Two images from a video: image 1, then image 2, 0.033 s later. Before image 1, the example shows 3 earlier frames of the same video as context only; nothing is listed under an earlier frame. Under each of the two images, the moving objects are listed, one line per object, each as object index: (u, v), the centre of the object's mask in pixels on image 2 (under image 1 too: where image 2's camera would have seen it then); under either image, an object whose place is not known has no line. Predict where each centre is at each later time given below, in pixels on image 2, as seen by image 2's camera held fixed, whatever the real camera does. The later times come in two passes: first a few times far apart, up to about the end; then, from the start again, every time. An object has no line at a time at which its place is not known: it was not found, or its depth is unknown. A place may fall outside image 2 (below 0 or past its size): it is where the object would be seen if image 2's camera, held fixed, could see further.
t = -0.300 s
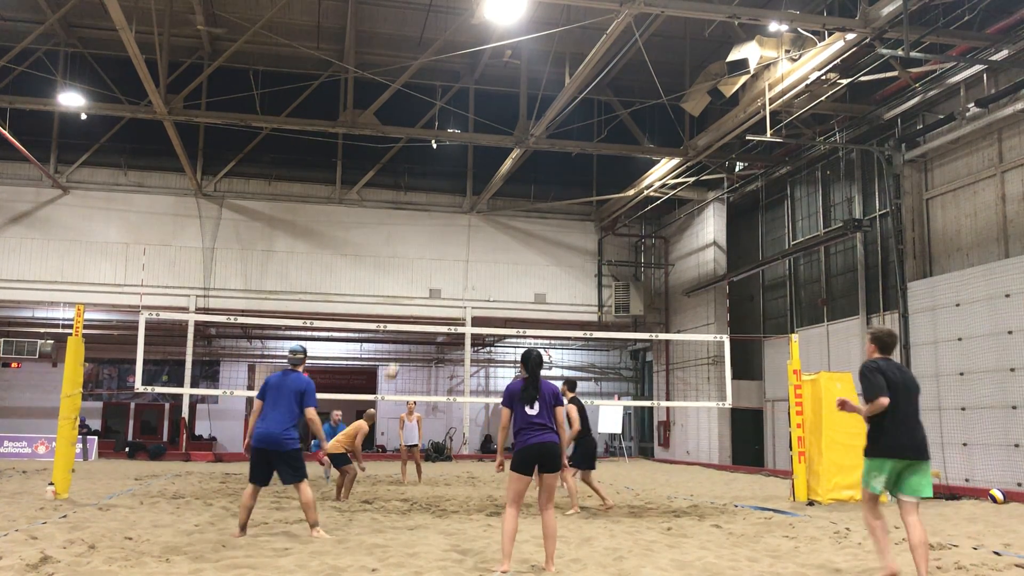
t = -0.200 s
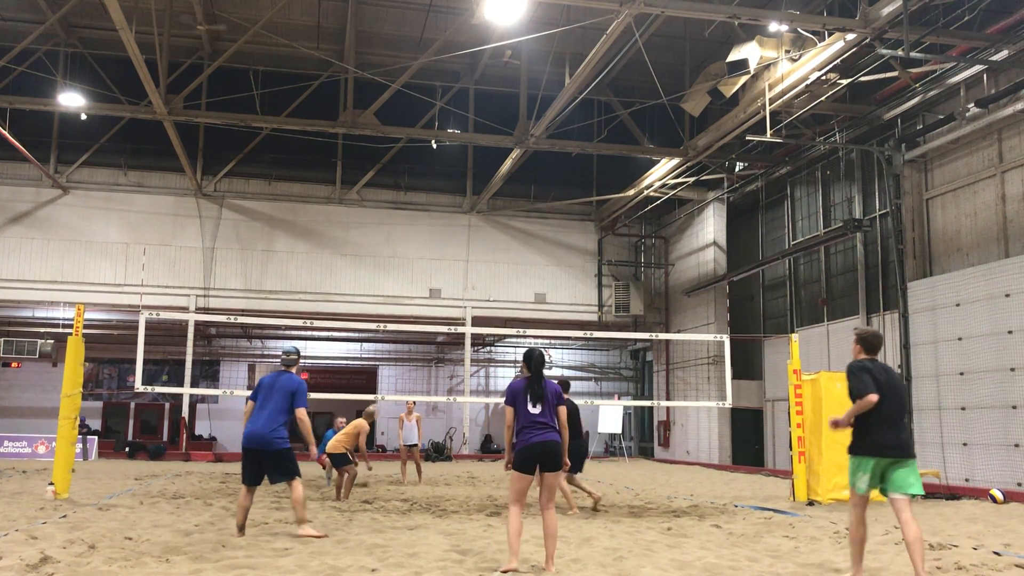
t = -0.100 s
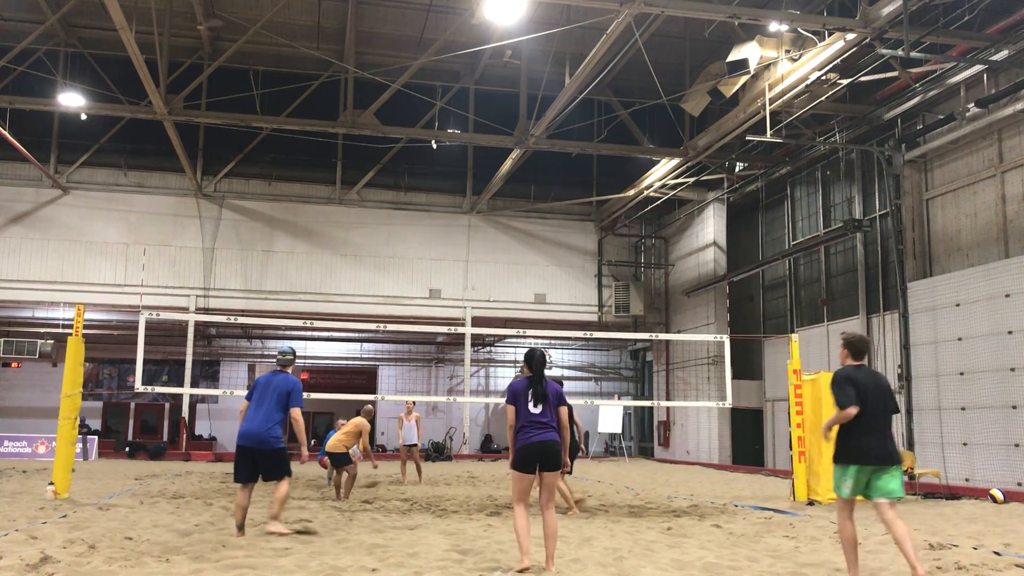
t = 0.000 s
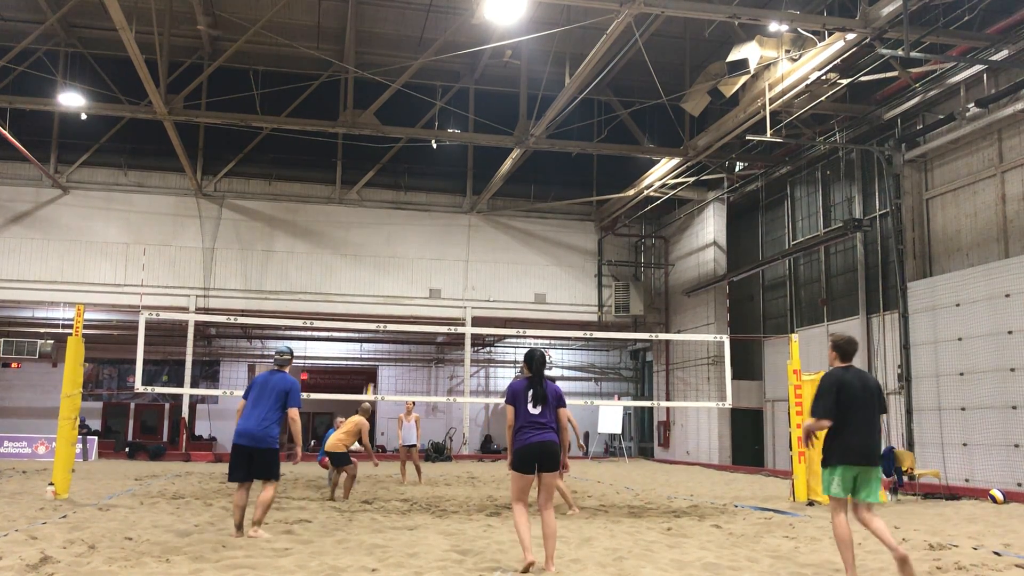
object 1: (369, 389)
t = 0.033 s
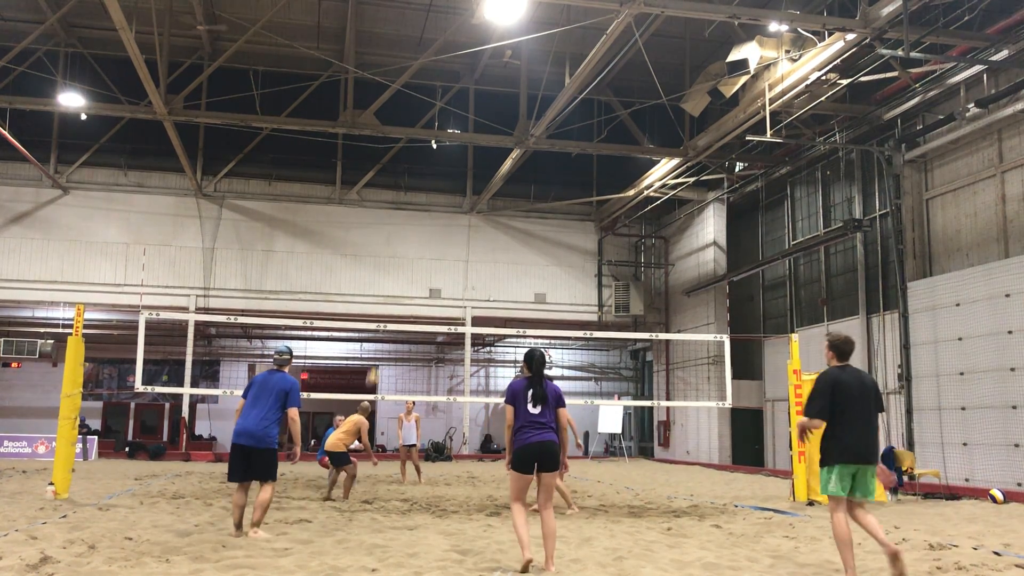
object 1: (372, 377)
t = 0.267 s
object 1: (397, 284)
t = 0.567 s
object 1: (427, 212)
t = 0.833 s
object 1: (452, 191)
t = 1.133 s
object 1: (483, 219)
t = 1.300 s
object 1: (500, 262)
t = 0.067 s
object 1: (375, 364)
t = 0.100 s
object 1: (379, 346)
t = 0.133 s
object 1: (382, 335)
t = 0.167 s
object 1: (387, 318)
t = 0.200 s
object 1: (390, 307)
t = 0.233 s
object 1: (394, 295)
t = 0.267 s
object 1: (397, 284)
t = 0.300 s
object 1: (400, 273)
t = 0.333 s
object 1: (404, 264)
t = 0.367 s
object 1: (408, 254)
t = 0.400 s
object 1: (410, 246)
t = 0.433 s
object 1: (413, 238)
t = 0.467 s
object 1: (417, 231)
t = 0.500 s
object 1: (420, 224)
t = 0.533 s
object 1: (424, 218)
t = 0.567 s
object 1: (427, 212)
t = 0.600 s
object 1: (430, 207)
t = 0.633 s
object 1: (433, 204)
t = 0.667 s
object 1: (437, 200)
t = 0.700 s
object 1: (439, 197)
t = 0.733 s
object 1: (442, 194)
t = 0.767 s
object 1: (446, 193)
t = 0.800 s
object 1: (450, 192)
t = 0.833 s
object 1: (452, 191)
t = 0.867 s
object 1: (456, 192)
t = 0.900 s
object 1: (459, 192)
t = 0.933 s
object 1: (462, 195)
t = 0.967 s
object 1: (466, 197)
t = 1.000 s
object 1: (469, 199)
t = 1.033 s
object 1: (472, 203)
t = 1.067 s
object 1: (475, 207)
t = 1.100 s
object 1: (479, 213)
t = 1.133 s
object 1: (483, 219)
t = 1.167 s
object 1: (486, 226)
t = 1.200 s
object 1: (490, 234)
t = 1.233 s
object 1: (493, 243)
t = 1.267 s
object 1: (496, 251)
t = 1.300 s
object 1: (500, 262)
